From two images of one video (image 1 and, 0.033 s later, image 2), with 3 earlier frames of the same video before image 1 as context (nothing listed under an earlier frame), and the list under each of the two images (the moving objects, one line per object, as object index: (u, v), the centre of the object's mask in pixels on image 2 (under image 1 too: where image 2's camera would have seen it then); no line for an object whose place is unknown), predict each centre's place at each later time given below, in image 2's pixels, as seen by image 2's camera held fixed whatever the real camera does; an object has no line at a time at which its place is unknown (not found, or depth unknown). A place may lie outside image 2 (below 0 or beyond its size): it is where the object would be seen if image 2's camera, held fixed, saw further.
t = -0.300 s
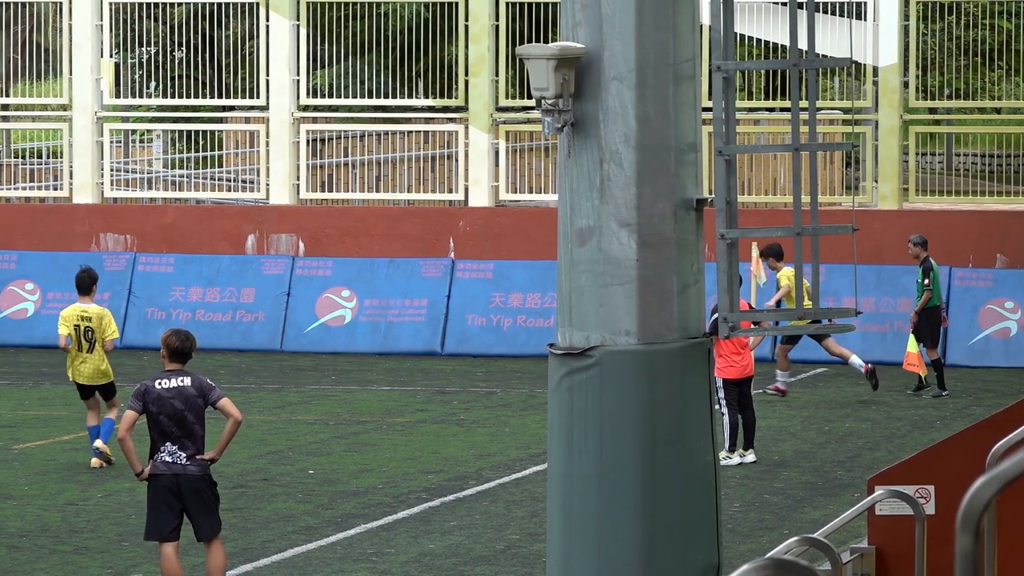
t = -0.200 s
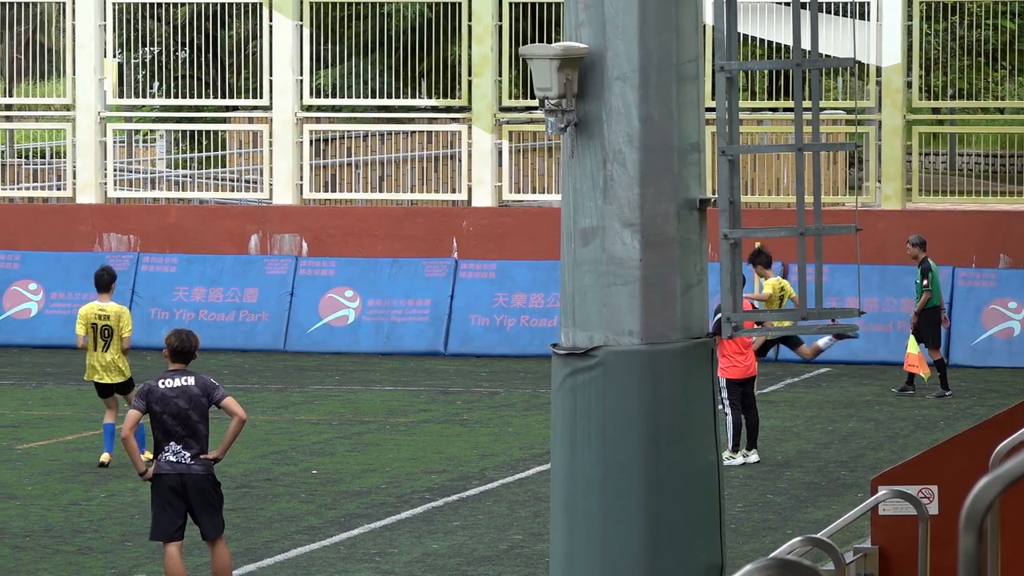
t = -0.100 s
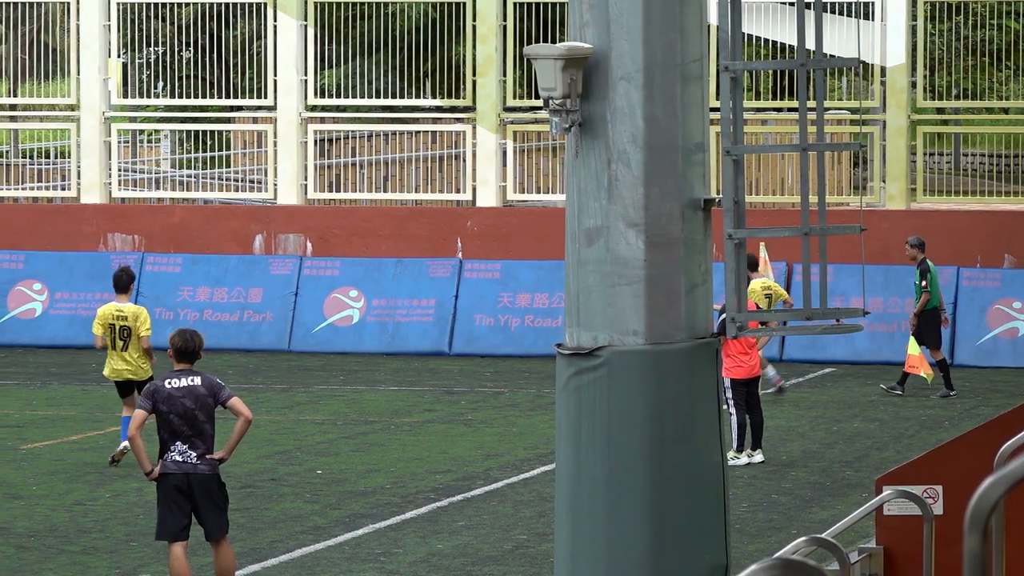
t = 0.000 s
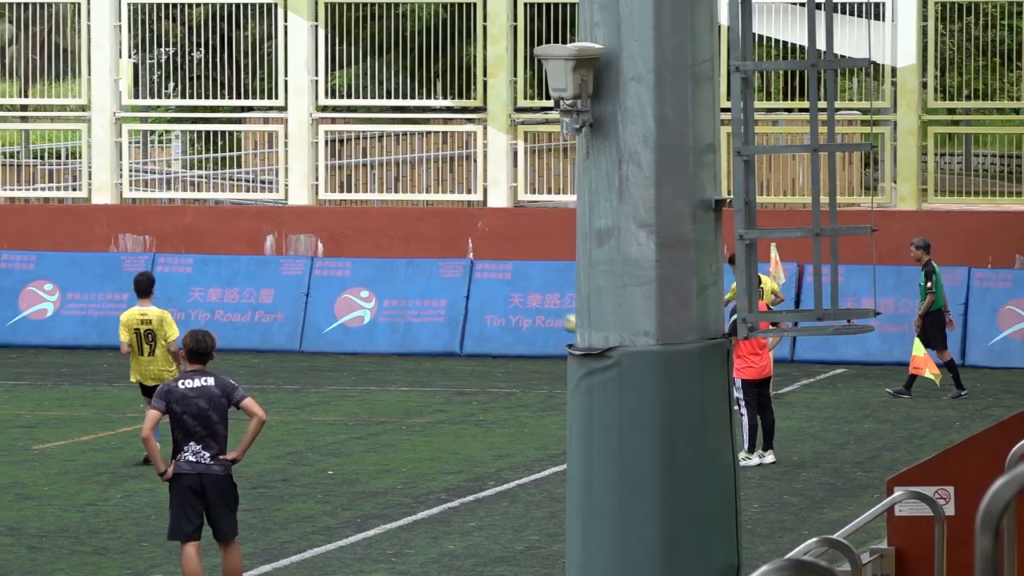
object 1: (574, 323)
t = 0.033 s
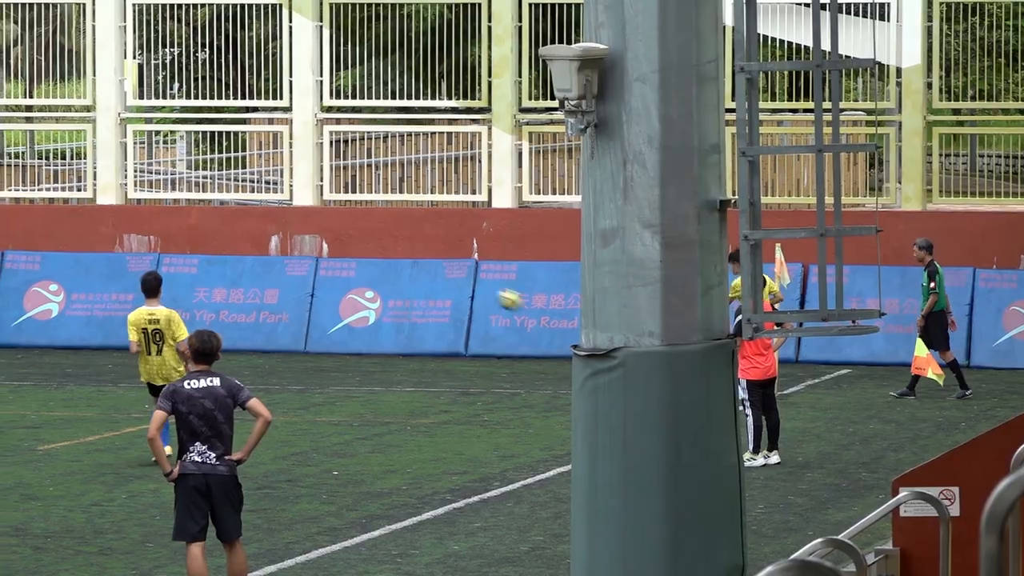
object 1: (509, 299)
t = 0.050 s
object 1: (474, 287)
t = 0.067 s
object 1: (438, 276)
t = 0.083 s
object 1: (403, 264)
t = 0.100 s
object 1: (370, 253)
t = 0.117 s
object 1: (337, 241)
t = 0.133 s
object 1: (303, 230)
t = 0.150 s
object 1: (269, 218)
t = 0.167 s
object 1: (235, 207)
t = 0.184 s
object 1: (202, 197)
